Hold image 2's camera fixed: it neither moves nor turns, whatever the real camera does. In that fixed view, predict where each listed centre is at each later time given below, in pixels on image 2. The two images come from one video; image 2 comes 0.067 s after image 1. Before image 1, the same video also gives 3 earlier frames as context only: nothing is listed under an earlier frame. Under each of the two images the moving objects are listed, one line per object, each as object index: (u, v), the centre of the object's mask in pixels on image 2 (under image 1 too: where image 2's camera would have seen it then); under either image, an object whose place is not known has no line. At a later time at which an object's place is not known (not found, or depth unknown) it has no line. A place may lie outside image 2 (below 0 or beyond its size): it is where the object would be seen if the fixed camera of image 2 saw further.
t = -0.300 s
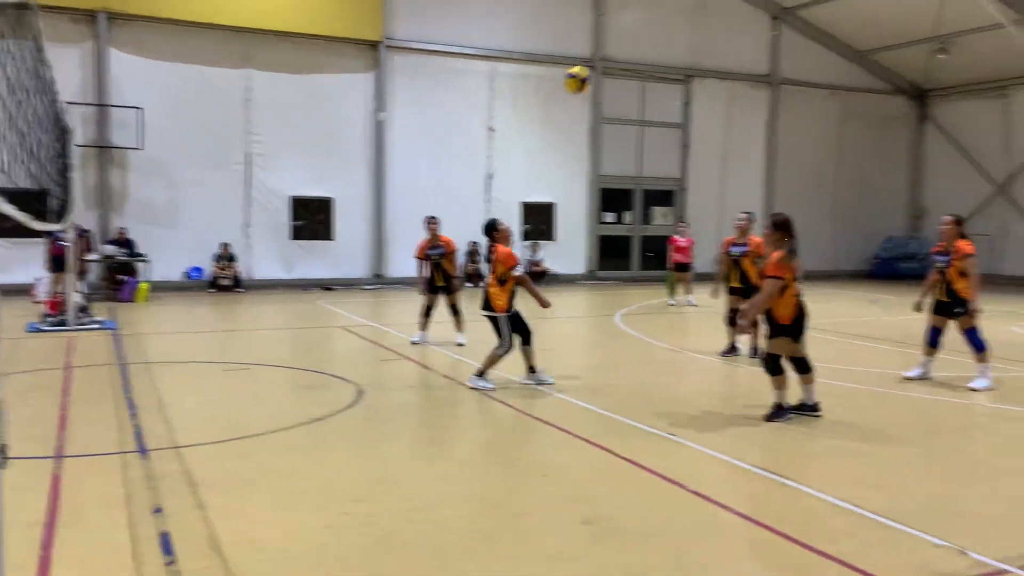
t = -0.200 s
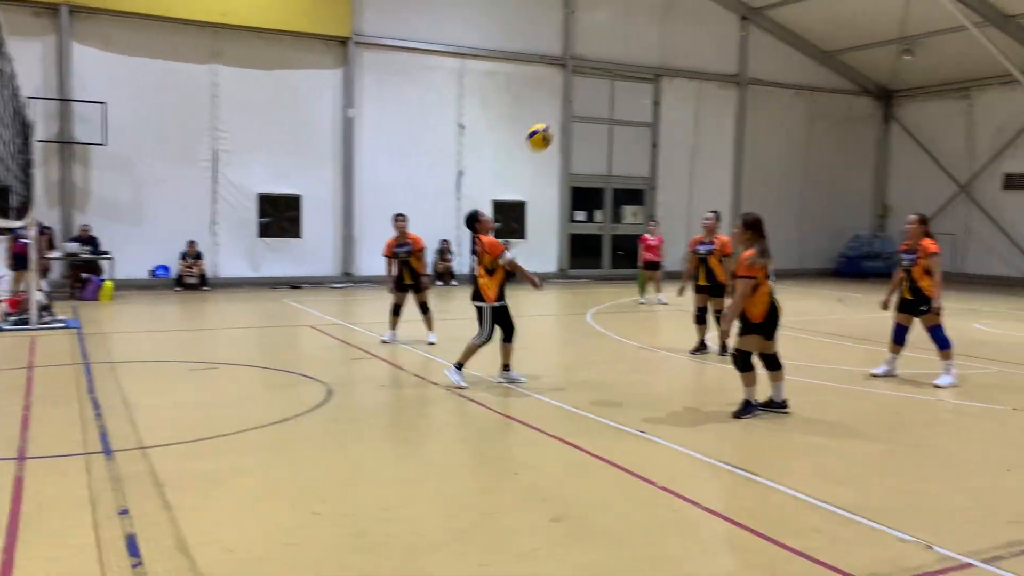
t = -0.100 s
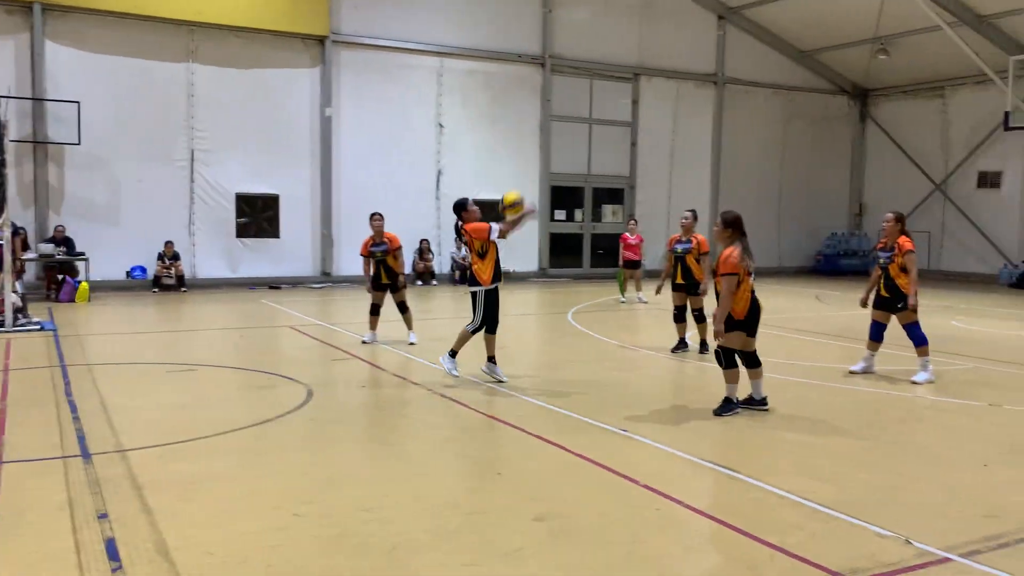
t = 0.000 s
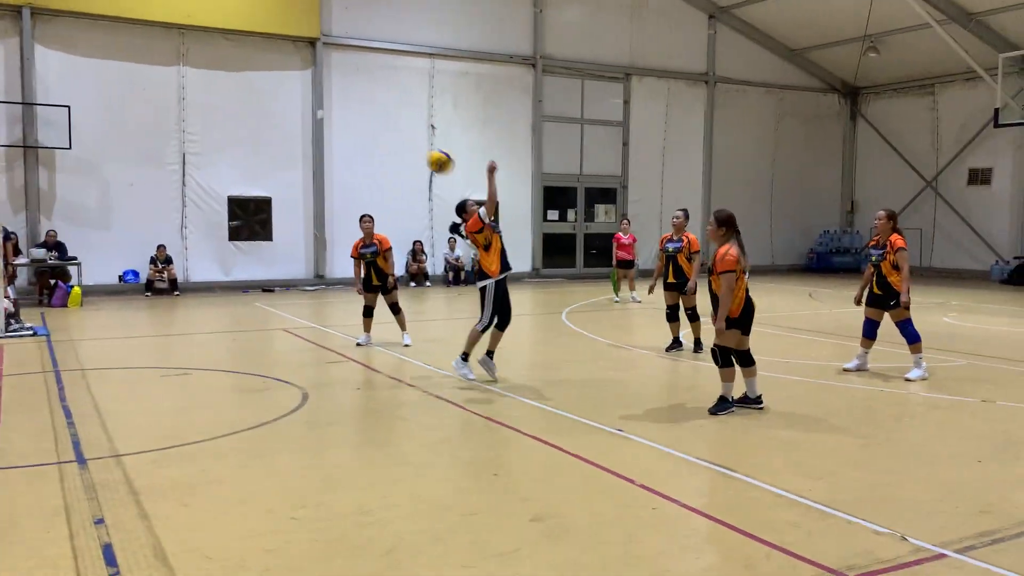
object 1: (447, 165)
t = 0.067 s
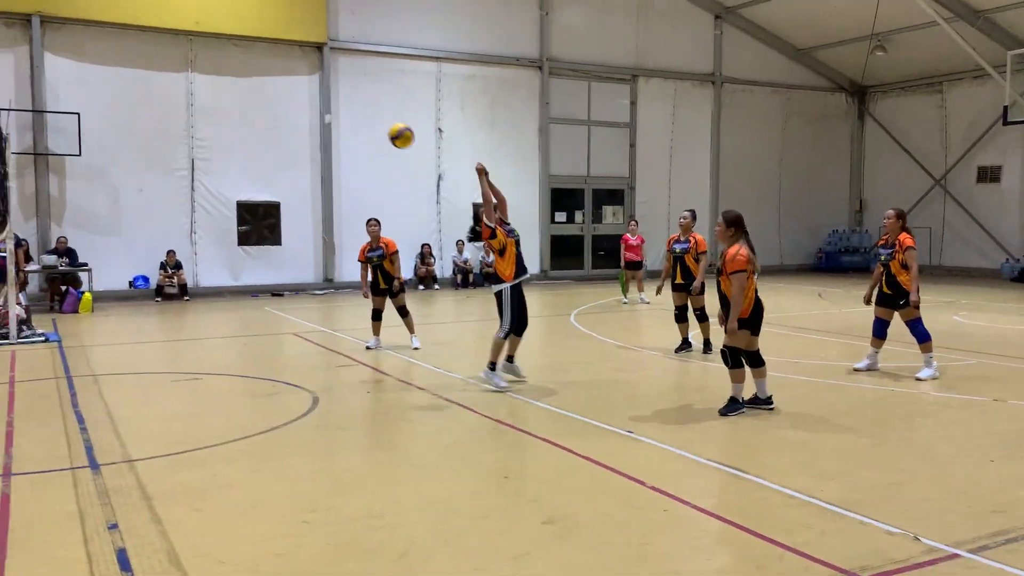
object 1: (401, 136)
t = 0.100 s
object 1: (377, 123)
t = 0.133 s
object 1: (353, 112)
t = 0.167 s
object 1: (332, 103)
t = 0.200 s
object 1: (311, 96)
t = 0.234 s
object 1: (289, 91)
